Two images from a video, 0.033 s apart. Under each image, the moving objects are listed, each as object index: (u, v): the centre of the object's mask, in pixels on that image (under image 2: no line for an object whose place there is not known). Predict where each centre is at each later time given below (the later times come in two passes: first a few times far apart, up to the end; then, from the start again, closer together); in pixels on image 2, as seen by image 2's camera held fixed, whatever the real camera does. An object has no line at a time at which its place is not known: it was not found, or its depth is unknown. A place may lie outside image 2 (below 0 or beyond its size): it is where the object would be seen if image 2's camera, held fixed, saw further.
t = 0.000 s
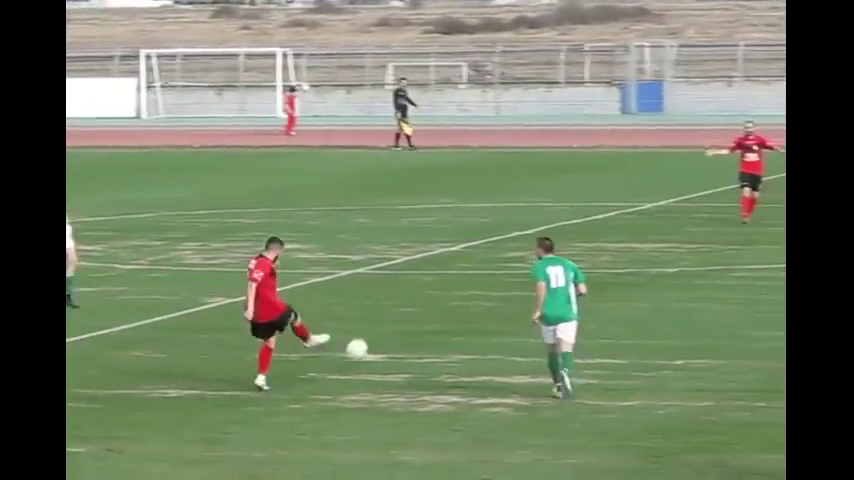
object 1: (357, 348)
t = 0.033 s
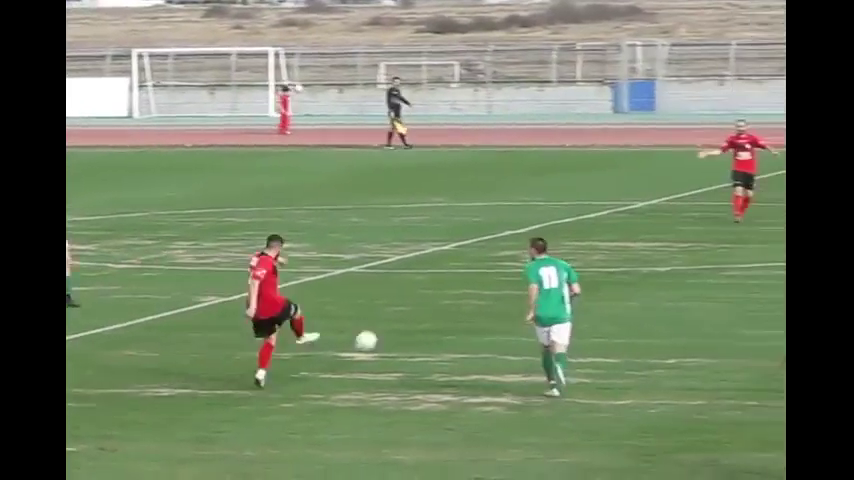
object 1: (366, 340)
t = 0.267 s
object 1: (451, 309)
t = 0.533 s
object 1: (500, 276)
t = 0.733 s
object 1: (522, 264)
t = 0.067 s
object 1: (381, 335)
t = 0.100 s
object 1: (396, 331)
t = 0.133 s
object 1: (409, 328)
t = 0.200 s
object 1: (433, 322)
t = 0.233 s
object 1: (442, 315)
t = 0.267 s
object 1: (451, 309)
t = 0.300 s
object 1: (459, 306)
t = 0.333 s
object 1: (467, 304)
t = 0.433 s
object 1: (486, 286)
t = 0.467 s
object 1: (491, 281)
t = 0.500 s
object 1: (496, 278)
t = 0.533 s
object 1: (500, 276)
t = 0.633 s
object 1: (514, 276)
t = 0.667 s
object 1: (517, 272)
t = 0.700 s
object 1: (520, 267)
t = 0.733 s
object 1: (522, 264)
